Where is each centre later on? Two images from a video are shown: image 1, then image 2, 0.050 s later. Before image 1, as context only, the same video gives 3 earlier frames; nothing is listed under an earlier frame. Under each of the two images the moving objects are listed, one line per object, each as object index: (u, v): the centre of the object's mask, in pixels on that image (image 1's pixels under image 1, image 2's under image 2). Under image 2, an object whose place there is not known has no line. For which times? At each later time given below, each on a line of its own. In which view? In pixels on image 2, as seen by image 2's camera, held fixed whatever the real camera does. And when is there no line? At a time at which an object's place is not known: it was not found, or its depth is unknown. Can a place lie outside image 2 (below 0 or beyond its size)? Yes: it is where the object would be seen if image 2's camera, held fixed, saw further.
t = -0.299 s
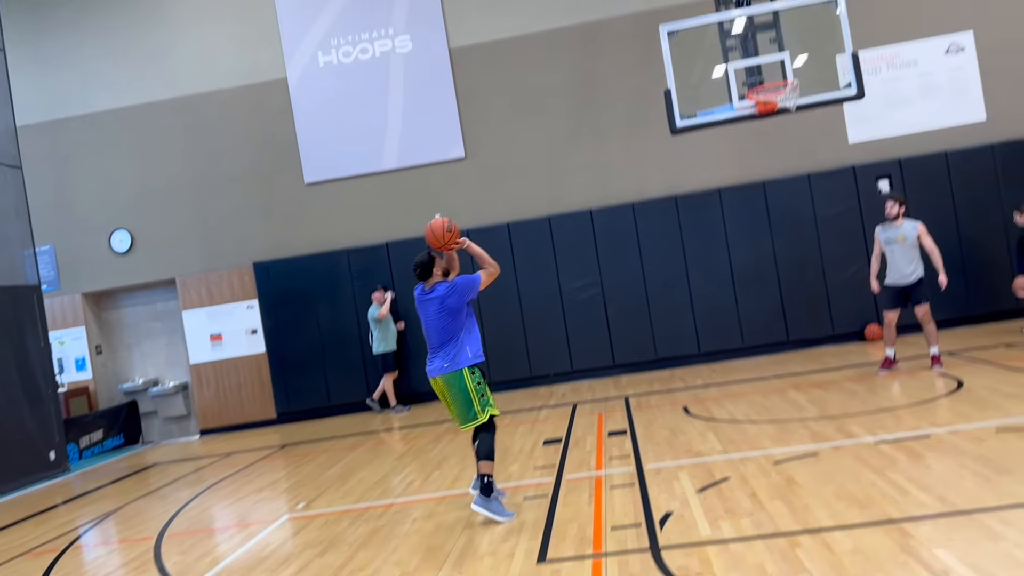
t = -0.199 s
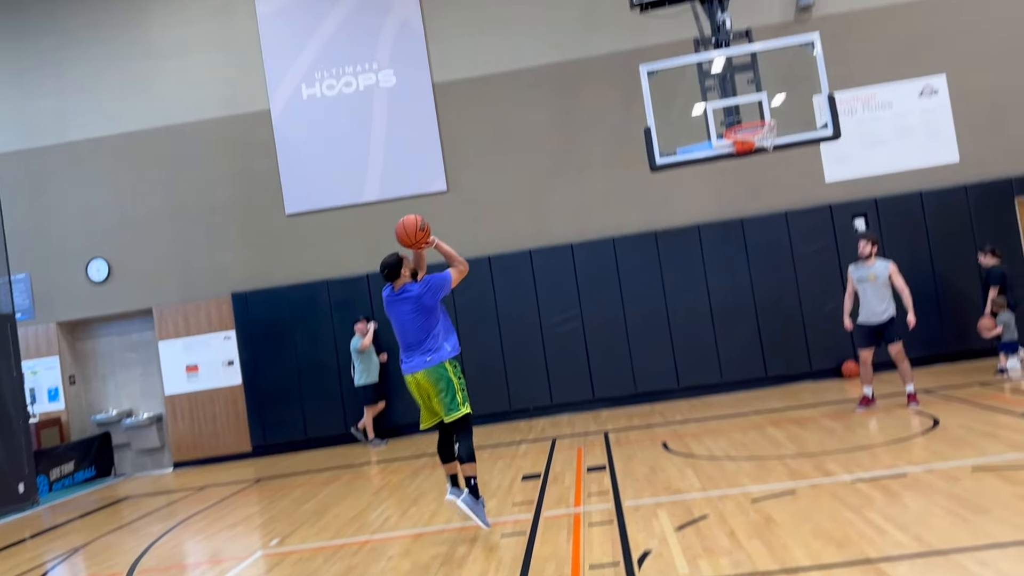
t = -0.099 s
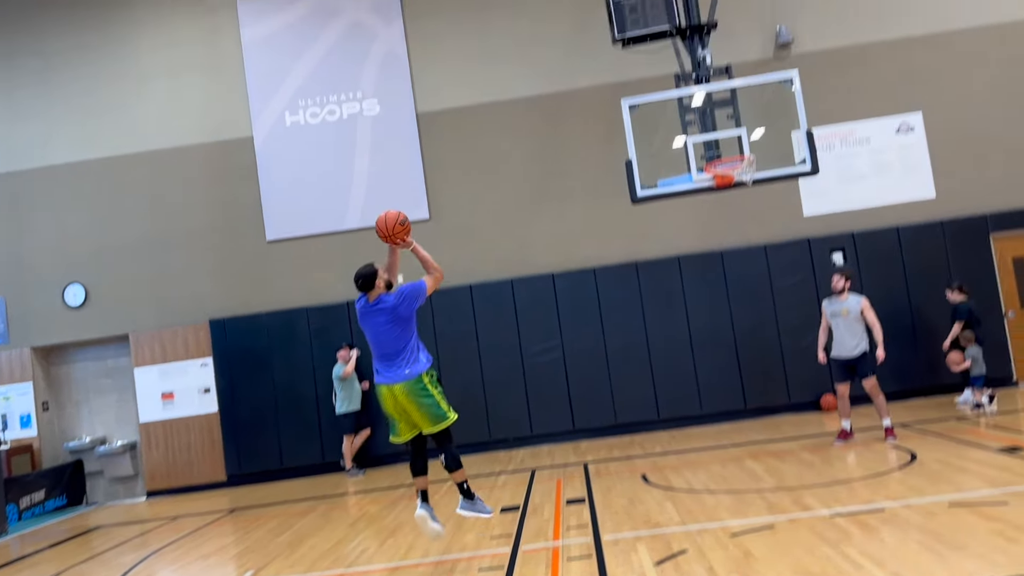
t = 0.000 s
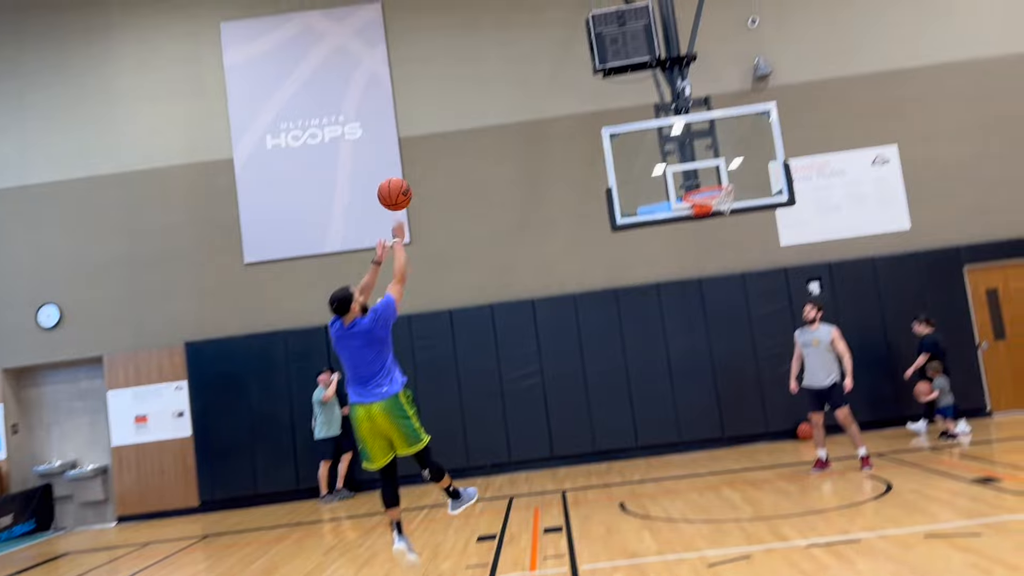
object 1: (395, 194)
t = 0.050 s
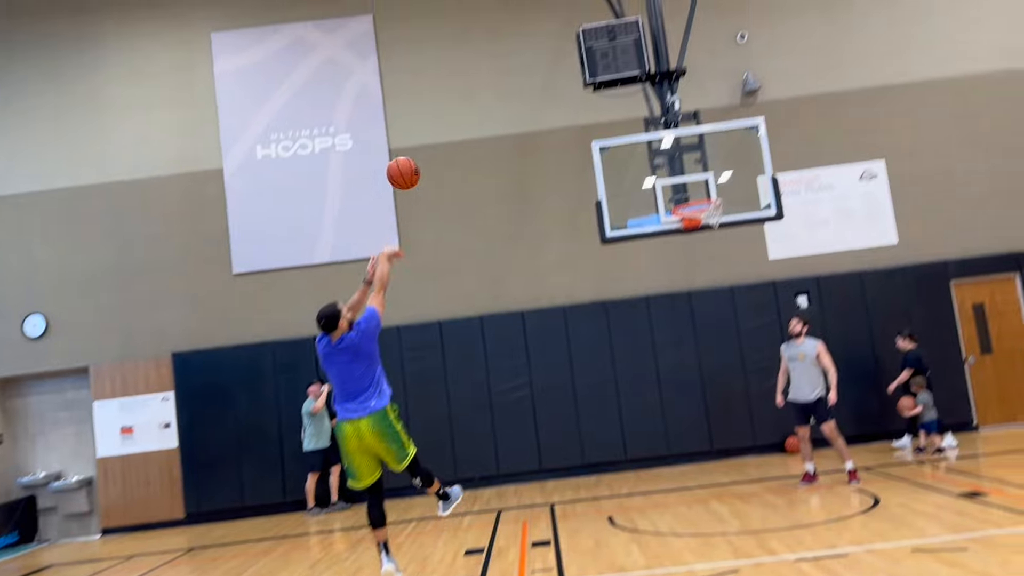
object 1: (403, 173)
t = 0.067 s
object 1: (410, 163)
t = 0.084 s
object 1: (417, 153)
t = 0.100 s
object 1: (424, 144)
